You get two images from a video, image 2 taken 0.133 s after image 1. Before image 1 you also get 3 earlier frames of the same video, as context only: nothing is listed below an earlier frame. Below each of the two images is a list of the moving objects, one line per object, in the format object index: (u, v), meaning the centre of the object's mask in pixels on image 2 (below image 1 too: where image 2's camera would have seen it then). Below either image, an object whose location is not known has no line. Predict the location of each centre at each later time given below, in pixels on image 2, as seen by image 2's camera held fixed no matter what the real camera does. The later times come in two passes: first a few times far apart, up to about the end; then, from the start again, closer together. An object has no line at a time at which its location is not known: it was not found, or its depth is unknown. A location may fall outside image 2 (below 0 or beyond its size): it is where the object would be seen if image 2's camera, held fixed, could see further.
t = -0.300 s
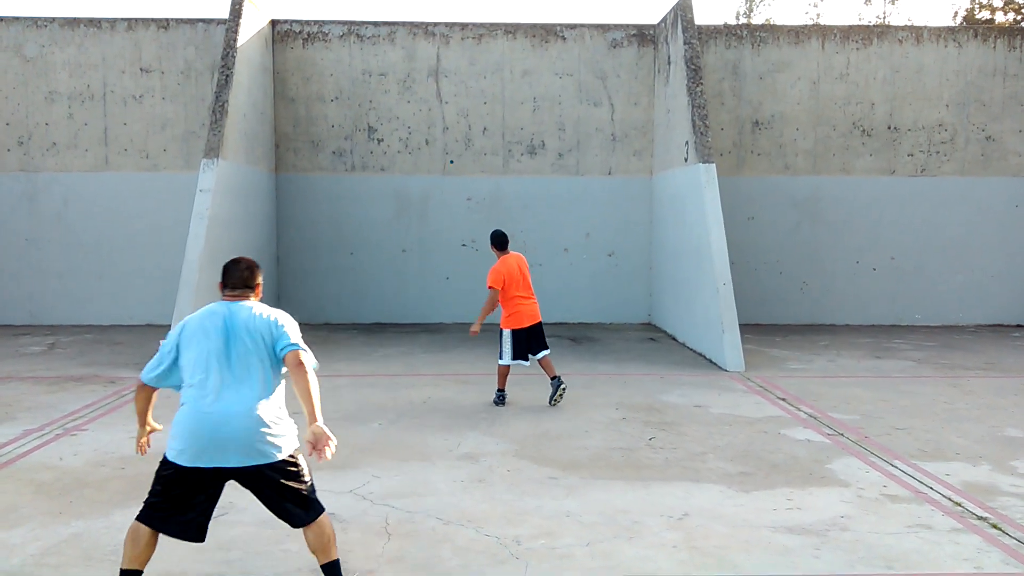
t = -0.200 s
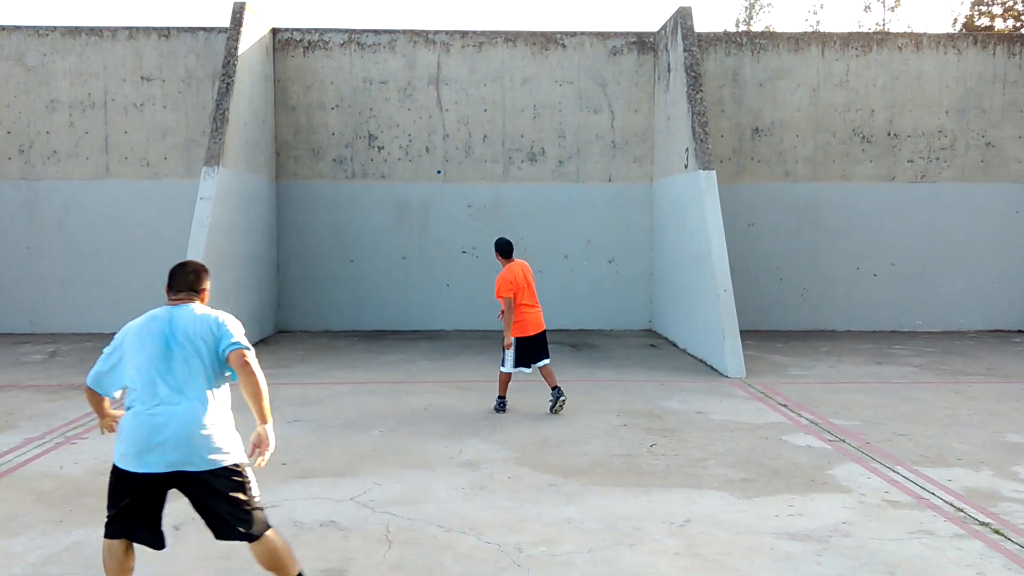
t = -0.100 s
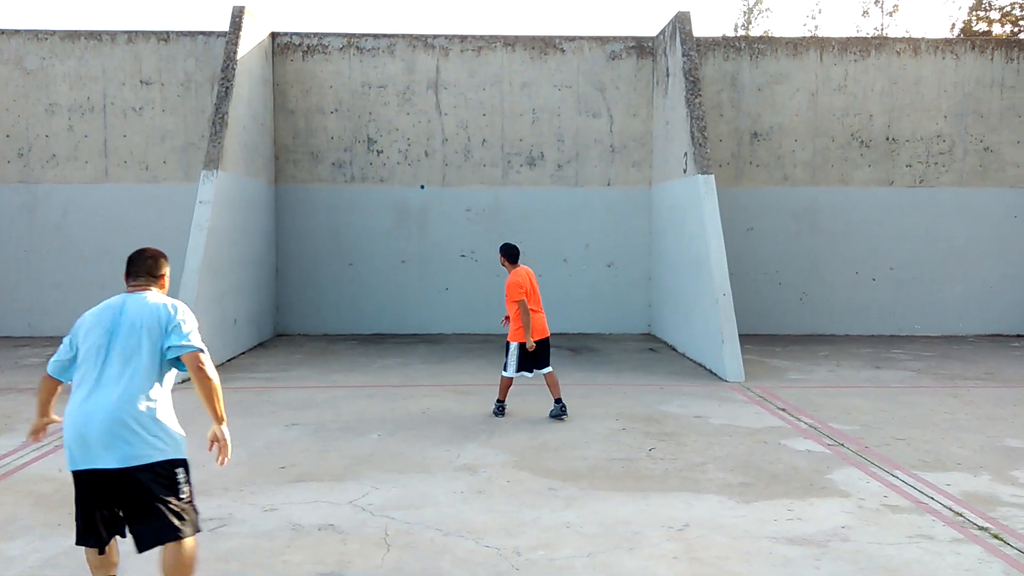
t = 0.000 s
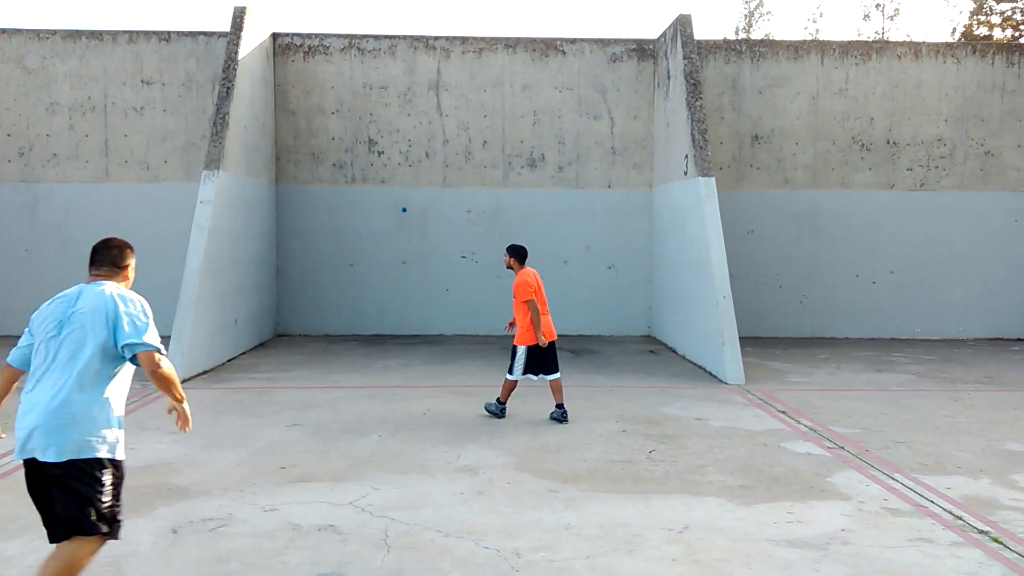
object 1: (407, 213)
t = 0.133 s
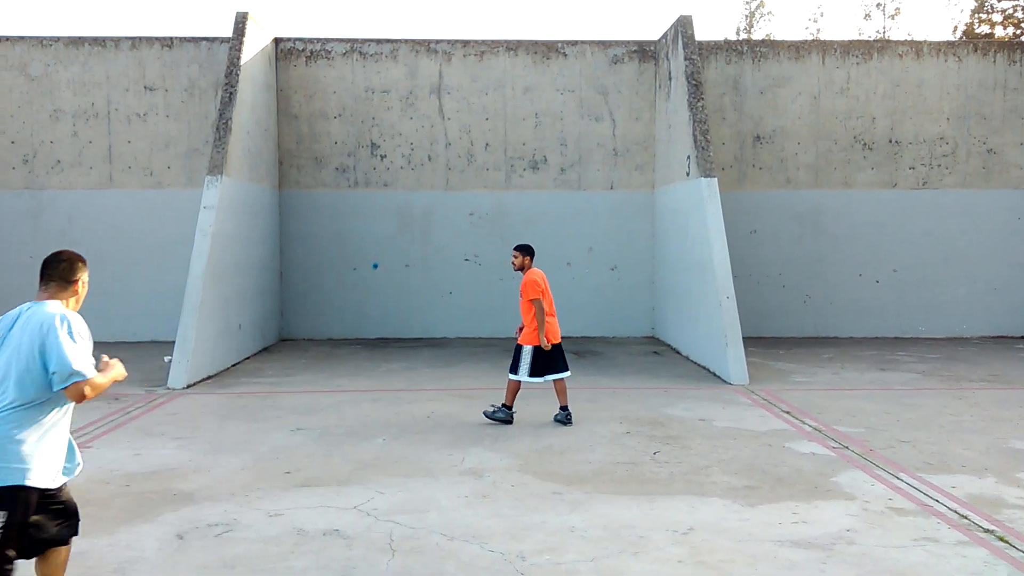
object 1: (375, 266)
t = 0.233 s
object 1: (343, 331)
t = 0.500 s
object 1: (235, 397)
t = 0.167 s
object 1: (364, 285)
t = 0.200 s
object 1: (354, 307)
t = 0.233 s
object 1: (343, 331)
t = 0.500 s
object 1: (235, 397)
